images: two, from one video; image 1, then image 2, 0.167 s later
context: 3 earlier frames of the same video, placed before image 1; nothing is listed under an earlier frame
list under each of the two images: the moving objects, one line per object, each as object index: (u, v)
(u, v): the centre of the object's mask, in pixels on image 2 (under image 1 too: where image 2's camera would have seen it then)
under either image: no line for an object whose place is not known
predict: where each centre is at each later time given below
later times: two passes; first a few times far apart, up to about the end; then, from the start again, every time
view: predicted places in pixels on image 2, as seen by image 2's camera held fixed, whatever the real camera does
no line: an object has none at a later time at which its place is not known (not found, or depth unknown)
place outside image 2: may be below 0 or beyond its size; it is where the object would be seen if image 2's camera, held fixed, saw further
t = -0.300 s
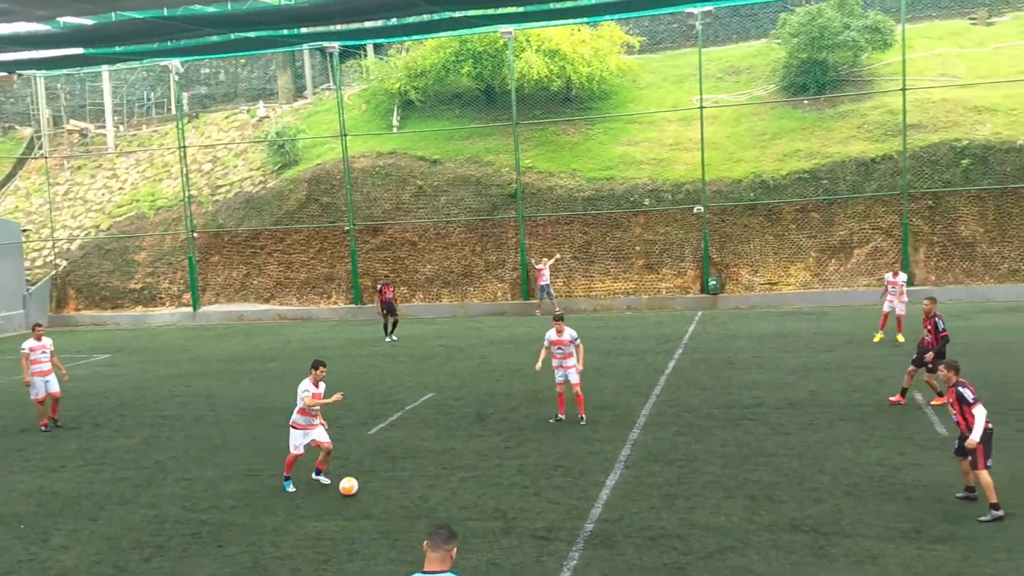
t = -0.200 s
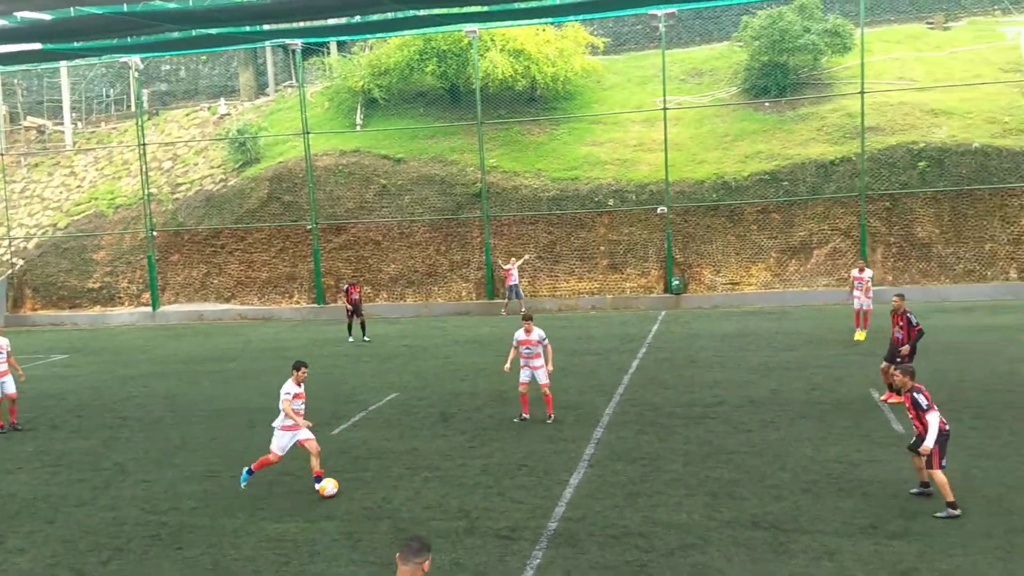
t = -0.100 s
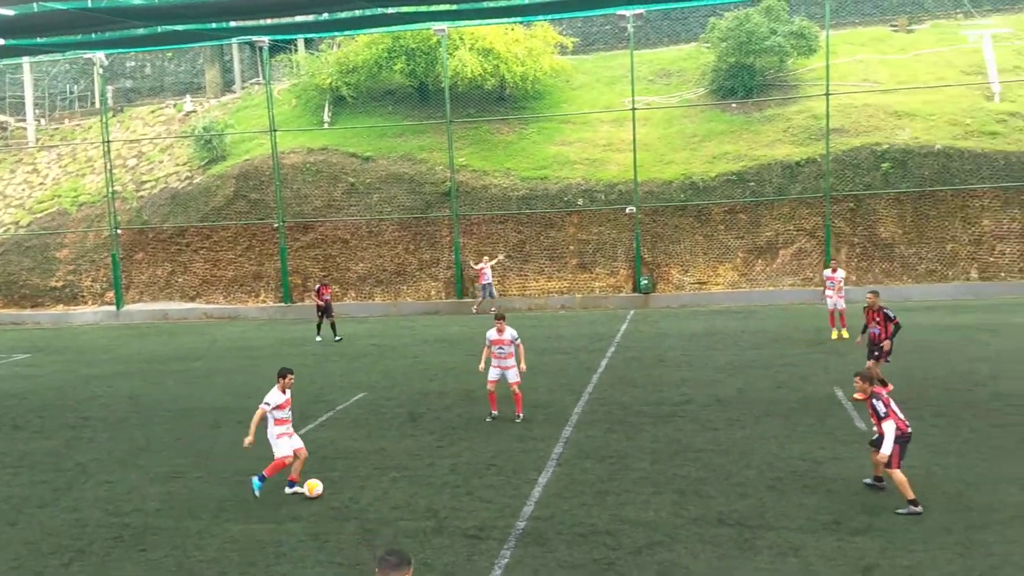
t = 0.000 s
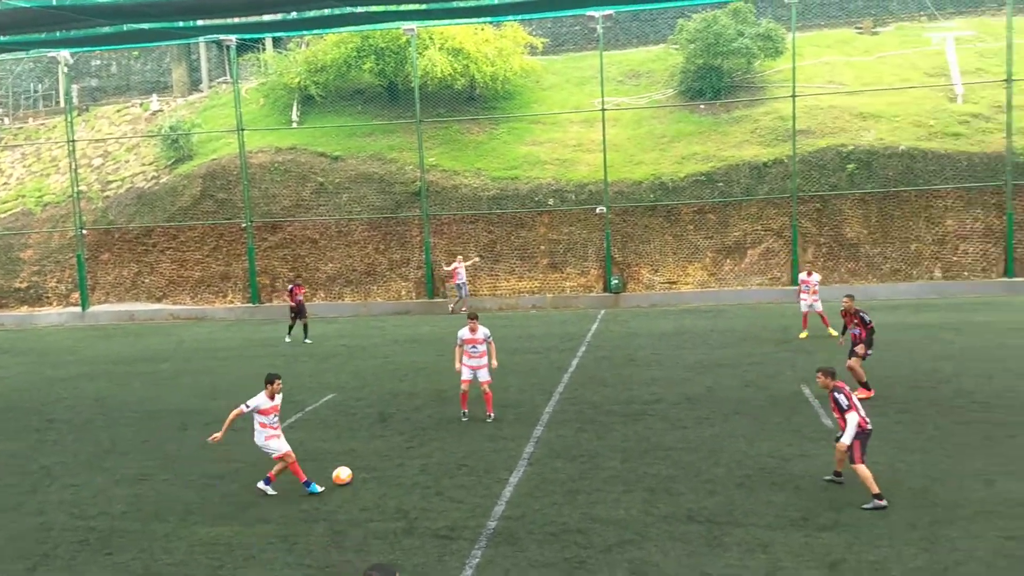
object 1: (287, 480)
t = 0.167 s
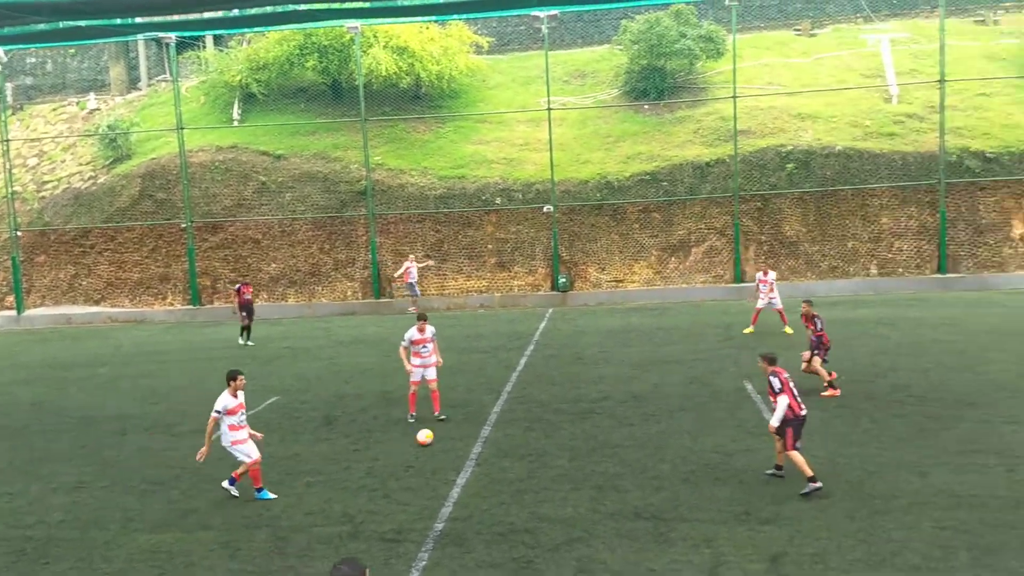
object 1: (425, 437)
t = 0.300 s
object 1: (505, 413)
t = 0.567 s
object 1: (616, 378)
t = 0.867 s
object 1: (694, 354)
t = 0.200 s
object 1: (447, 431)
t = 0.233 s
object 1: (467, 424)
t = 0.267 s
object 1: (486, 418)
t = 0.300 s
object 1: (505, 413)
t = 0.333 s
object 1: (522, 406)
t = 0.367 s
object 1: (537, 401)
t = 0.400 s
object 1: (552, 396)
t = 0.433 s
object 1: (567, 392)
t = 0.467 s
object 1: (580, 390)
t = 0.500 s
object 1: (592, 385)
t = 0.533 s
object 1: (604, 381)
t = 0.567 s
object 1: (616, 378)
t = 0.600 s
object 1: (626, 376)
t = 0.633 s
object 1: (636, 373)
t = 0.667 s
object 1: (646, 369)
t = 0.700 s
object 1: (654, 367)
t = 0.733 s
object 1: (663, 365)
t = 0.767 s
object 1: (671, 363)
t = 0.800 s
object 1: (679, 360)
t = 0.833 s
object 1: (687, 356)
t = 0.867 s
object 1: (694, 354)
